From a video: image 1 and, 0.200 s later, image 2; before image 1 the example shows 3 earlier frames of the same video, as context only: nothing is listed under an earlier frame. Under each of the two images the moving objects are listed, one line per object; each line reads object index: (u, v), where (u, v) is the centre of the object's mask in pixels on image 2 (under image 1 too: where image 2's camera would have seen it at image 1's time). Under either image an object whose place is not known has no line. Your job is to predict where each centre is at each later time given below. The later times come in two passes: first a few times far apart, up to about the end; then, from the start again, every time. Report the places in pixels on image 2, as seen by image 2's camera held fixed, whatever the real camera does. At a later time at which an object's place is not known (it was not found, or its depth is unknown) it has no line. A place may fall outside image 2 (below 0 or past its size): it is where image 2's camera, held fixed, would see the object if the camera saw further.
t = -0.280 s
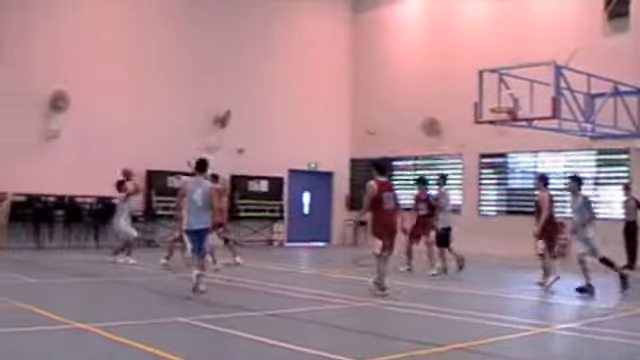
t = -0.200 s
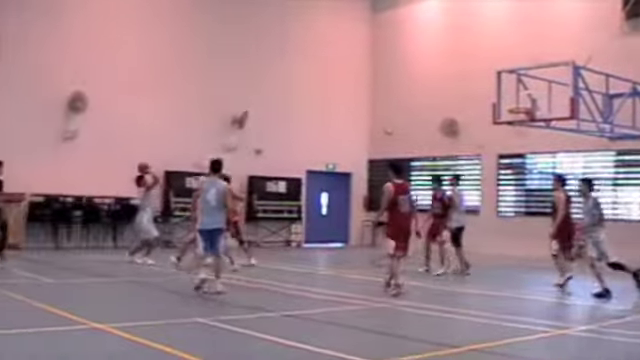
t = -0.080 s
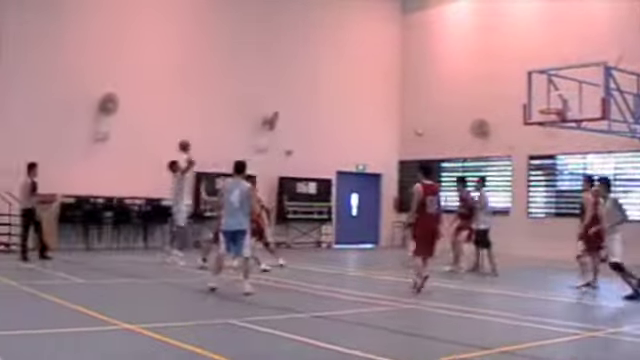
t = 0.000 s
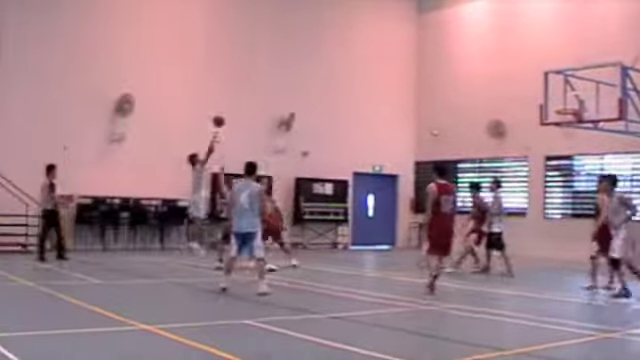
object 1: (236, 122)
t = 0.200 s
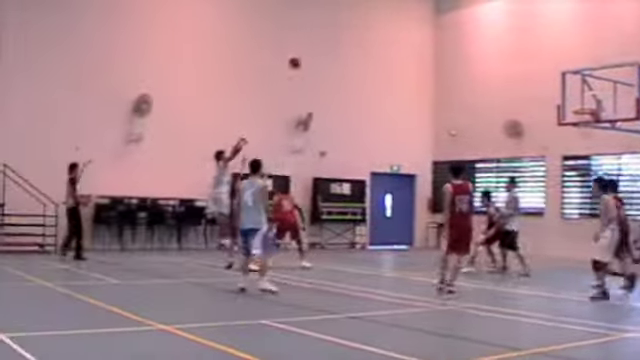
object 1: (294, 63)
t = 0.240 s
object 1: (306, 54)
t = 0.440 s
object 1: (362, 22)
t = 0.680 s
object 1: (430, 12)
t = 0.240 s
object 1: (306, 54)
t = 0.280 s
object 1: (317, 46)
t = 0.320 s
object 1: (329, 38)
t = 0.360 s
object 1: (339, 32)
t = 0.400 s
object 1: (351, 26)
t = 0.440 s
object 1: (362, 22)
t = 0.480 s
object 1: (374, 18)
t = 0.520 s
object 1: (386, 15)
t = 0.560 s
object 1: (397, 13)
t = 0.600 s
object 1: (408, 12)
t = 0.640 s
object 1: (419, 12)
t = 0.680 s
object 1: (430, 12)
